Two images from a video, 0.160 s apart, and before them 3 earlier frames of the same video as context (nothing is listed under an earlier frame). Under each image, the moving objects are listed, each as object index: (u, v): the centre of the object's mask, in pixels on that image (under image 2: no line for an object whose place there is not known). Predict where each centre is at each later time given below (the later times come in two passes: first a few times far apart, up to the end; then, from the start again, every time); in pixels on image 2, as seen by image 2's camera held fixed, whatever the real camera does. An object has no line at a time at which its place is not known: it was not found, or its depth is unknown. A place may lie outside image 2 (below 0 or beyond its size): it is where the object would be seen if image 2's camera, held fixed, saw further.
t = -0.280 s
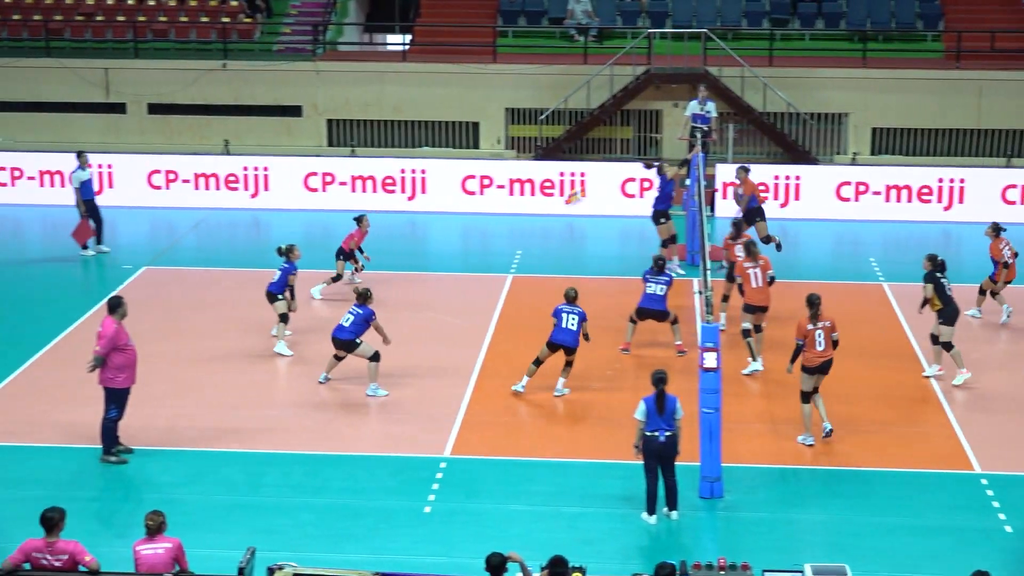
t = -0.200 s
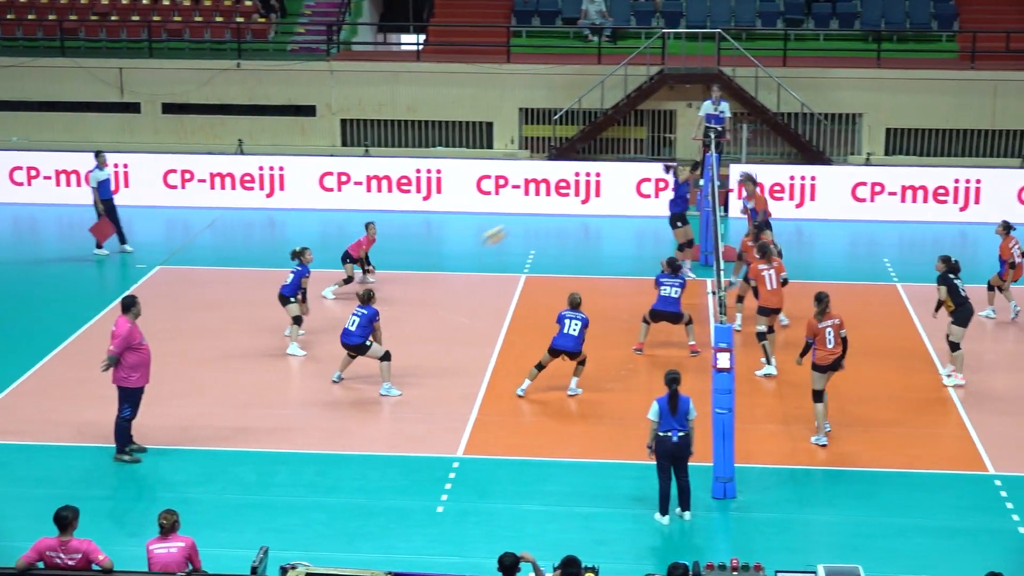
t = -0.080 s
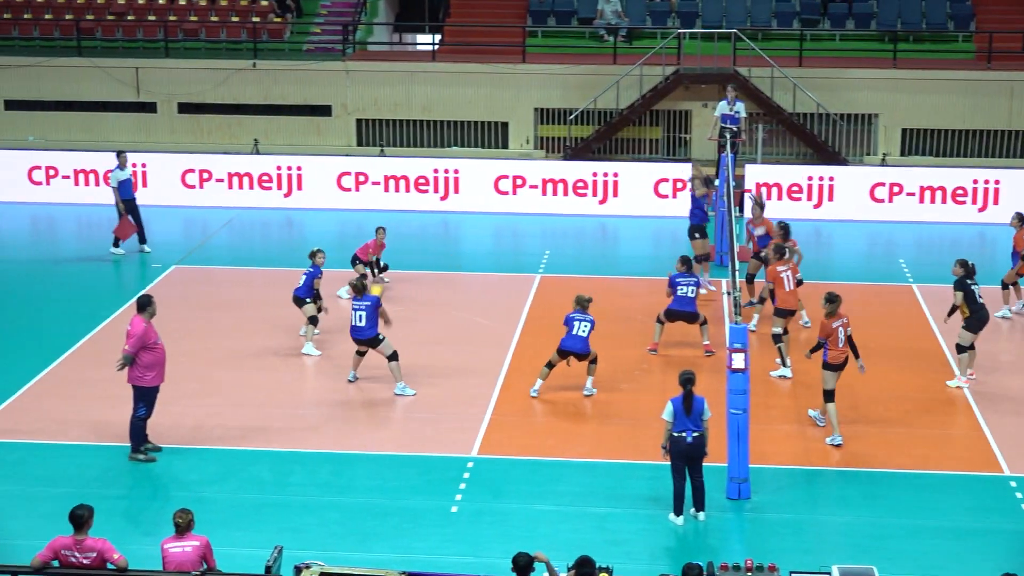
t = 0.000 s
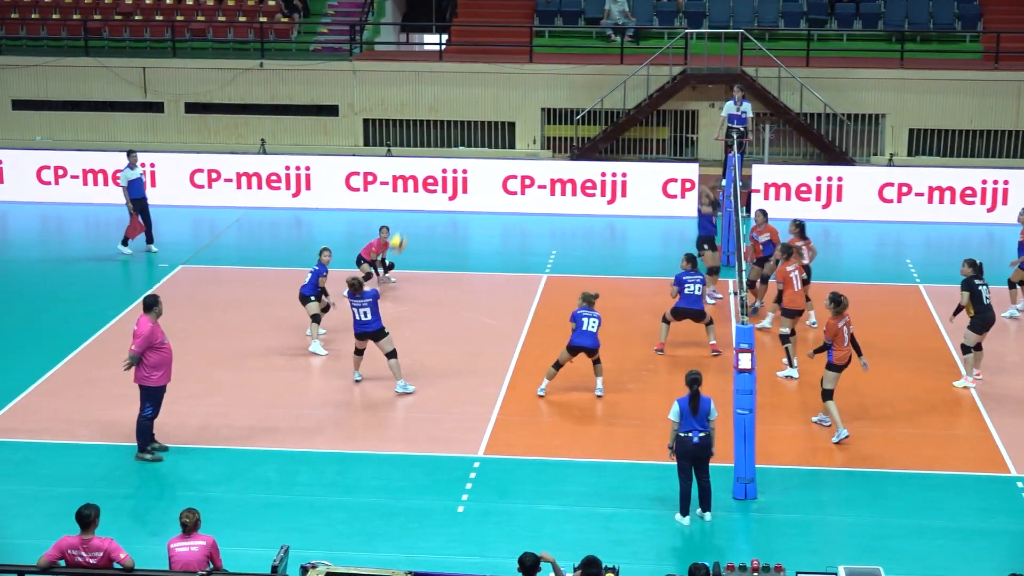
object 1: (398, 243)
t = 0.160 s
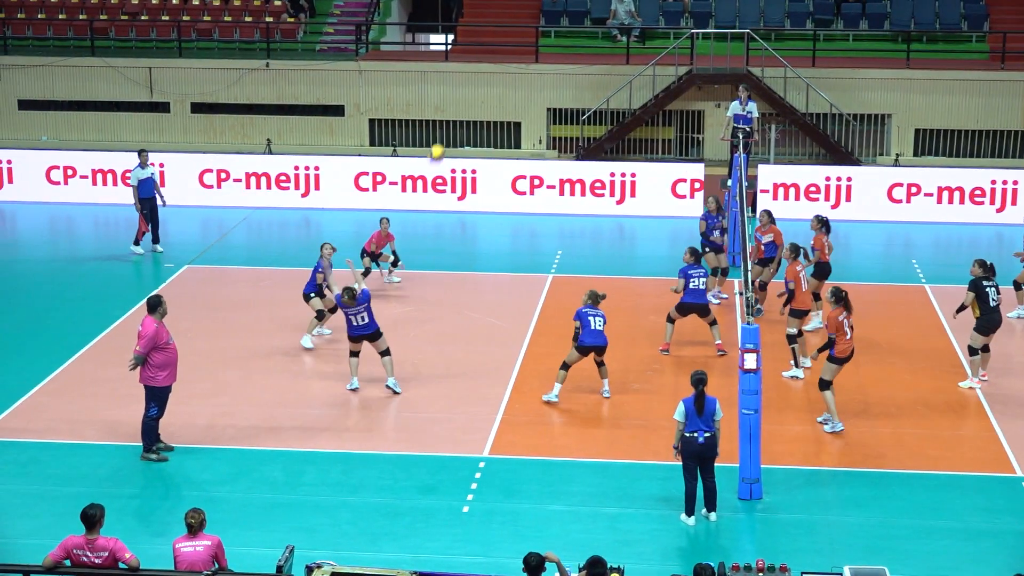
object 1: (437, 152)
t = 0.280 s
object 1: (461, 100)
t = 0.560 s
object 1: (517, 15)
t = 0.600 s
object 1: (526, 8)
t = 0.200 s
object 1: (444, 135)
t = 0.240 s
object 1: (452, 118)
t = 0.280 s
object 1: (461, 100)
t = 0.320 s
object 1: (470, 84)
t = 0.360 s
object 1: (477, 69)
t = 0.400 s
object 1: (486, 55)
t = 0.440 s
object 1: (494, 44)
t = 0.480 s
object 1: (501, 33)
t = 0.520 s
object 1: (510, 23)
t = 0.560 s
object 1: (517, 15)
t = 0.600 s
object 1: (526, 8)
